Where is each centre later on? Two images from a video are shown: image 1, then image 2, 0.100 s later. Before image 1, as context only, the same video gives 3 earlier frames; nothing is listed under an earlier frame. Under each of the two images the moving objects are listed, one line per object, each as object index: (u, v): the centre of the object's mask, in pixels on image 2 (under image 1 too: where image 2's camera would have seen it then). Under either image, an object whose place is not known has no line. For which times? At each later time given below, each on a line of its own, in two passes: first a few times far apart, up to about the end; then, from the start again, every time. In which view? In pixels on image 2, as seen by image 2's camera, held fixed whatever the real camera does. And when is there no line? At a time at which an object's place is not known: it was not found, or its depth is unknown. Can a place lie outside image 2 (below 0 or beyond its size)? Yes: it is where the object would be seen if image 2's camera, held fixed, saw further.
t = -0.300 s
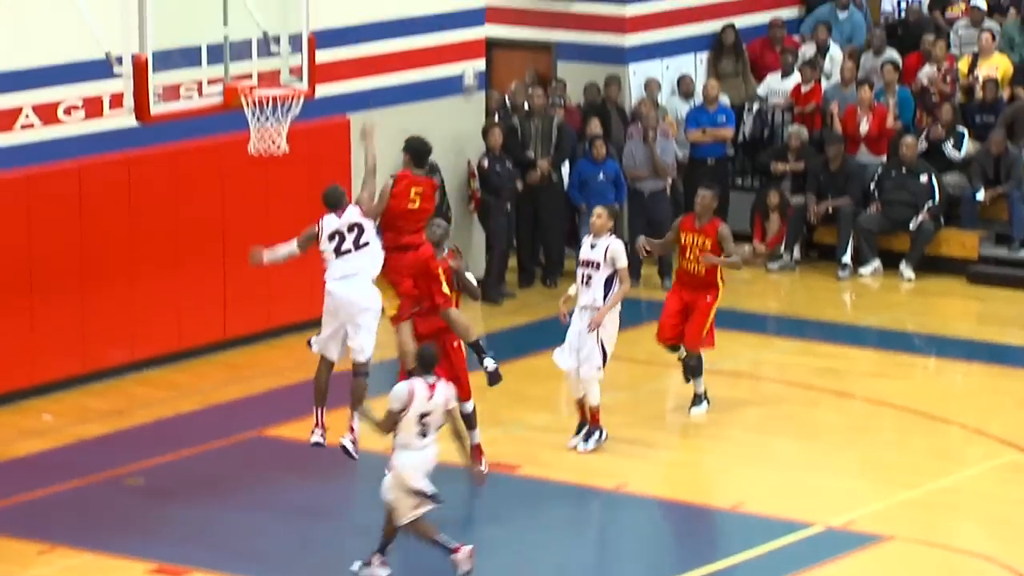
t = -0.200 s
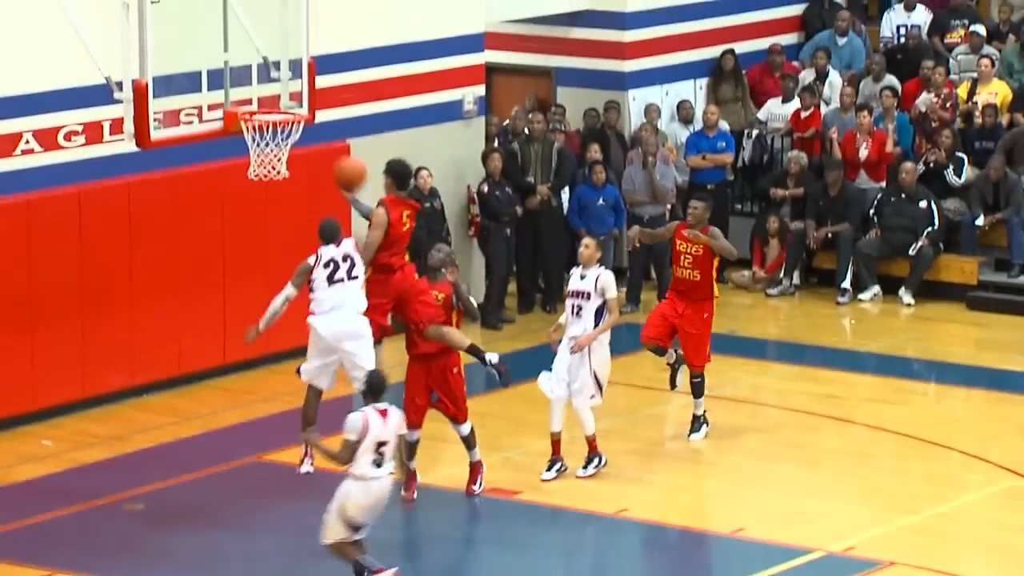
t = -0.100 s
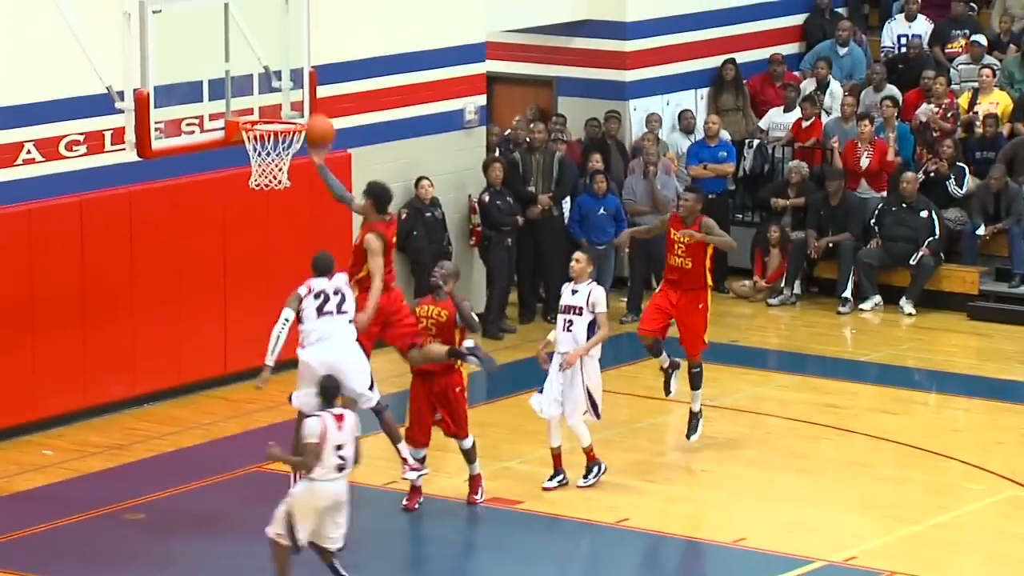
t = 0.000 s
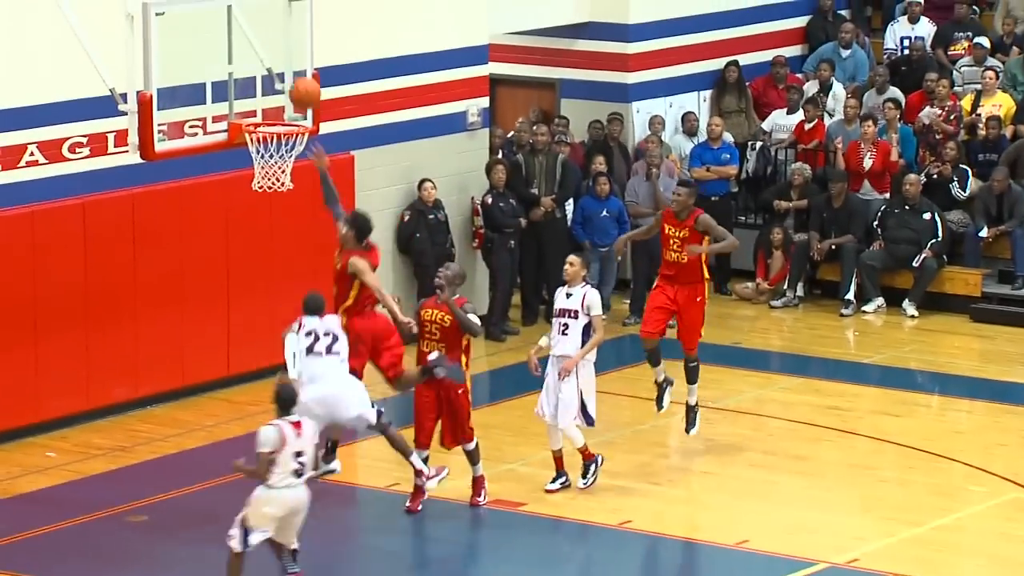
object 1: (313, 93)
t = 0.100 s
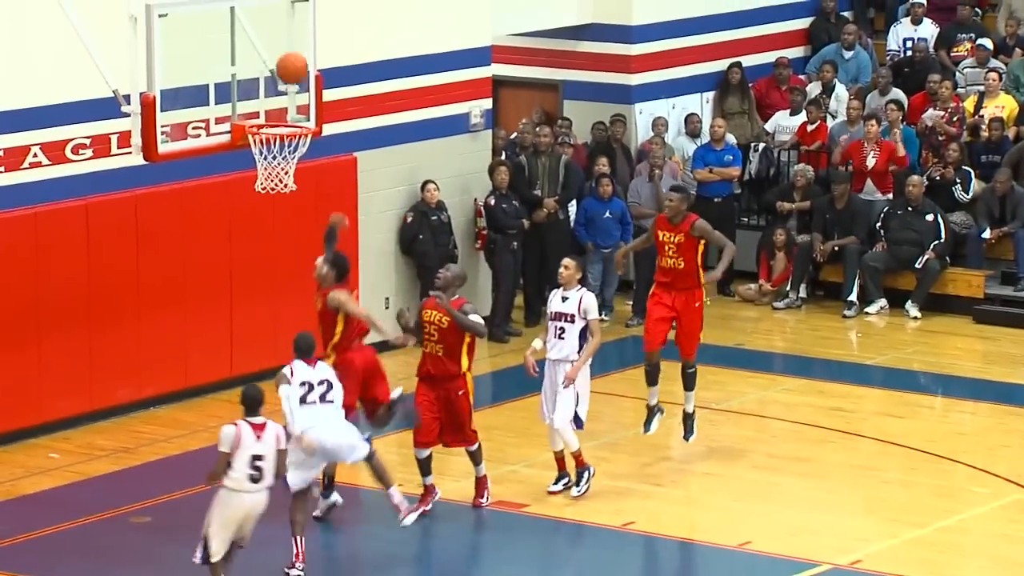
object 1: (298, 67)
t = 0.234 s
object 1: (279, 51)
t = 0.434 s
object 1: (277, 62)
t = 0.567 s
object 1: (273, 99)
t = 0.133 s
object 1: (292, 61)
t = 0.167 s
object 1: (287, 57)
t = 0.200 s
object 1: (281, 54)
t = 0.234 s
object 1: (279, 51)
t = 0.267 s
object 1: (278, 49)
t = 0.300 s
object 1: (277, 49)
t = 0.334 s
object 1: (278, 50)
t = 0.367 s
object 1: (278, 54)
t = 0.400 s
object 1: (273, 57)
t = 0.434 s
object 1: (277, 62)
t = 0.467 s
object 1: (276, 70)
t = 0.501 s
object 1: (275, 78)
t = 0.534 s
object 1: (274, 88)
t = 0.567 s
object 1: (273, 99)
